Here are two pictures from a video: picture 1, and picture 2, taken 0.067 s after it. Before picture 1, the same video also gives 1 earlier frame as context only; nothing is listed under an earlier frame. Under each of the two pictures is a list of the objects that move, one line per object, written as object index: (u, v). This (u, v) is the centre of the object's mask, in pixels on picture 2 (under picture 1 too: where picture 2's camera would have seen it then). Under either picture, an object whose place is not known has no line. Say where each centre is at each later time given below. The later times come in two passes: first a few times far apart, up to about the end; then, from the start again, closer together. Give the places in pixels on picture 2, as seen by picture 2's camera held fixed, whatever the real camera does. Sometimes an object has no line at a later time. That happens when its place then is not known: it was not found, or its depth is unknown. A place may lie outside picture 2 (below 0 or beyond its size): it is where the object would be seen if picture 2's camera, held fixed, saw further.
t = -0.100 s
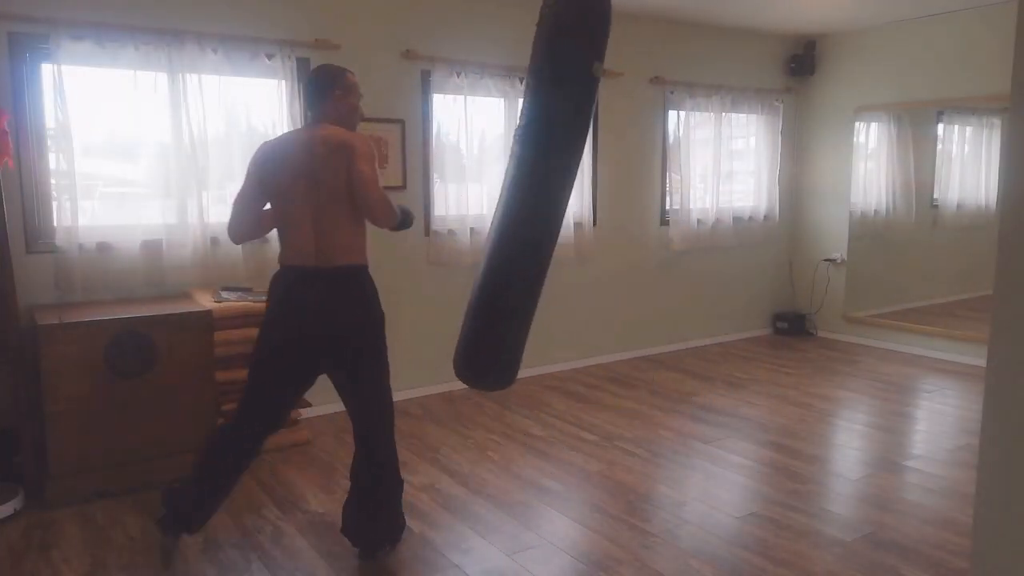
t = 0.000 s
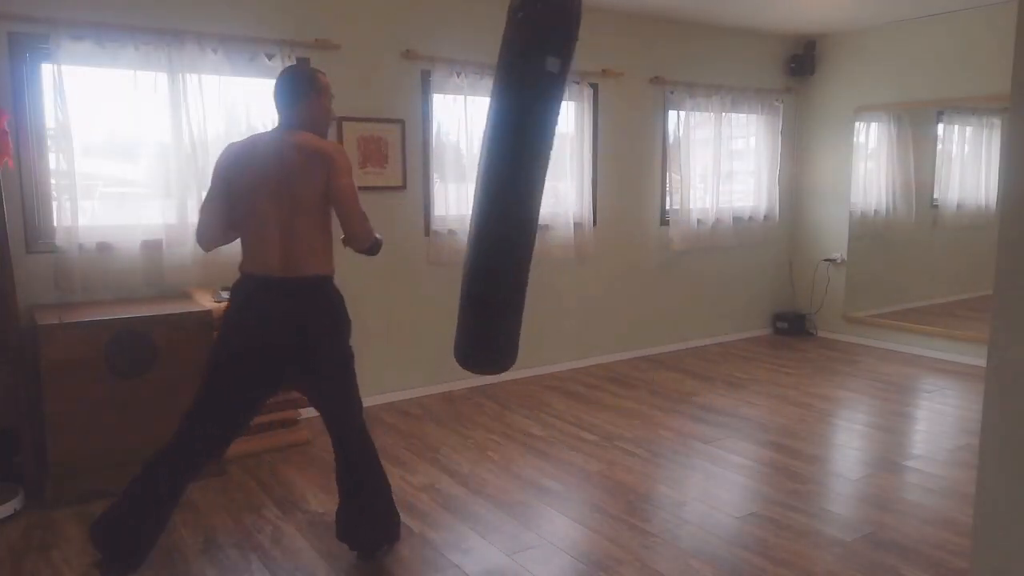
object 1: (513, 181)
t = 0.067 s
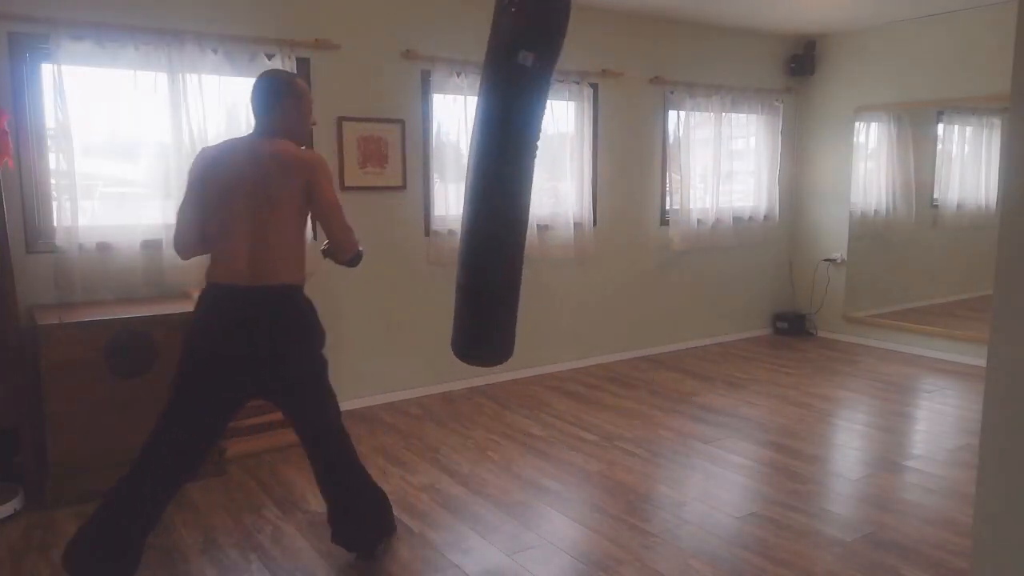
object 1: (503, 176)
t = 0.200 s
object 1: (499, 175)
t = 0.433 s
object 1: (517, 163)
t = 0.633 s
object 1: (523, 178)
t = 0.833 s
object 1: (559, 194)
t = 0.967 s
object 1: (584, 201)
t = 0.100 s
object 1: (501, 175)
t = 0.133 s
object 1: (500, 176)
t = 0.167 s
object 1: (499, 175)
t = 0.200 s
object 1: (499, 175)
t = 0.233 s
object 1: (501, 174)
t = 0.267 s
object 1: (505, 173)
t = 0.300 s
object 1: (509, 172)
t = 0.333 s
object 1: (512, 168)
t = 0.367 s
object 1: (514, 164)
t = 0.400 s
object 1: (515, 163)
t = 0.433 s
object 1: (517, 163)
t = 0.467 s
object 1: (517, 164)
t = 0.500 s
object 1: (518, 166)
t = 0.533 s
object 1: (519, 168)
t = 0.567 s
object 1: (520, 172)
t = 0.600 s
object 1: (522, 175)
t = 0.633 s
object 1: (523, 178)
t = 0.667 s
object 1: (527, 181)
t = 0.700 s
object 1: (532, 184)
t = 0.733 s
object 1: (539, 187)
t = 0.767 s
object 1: (545, 189)
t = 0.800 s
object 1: (553, 192)
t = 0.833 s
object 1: (559, 194)
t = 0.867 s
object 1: (565, 196)
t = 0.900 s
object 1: (572, 198)
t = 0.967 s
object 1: (584, 201)
